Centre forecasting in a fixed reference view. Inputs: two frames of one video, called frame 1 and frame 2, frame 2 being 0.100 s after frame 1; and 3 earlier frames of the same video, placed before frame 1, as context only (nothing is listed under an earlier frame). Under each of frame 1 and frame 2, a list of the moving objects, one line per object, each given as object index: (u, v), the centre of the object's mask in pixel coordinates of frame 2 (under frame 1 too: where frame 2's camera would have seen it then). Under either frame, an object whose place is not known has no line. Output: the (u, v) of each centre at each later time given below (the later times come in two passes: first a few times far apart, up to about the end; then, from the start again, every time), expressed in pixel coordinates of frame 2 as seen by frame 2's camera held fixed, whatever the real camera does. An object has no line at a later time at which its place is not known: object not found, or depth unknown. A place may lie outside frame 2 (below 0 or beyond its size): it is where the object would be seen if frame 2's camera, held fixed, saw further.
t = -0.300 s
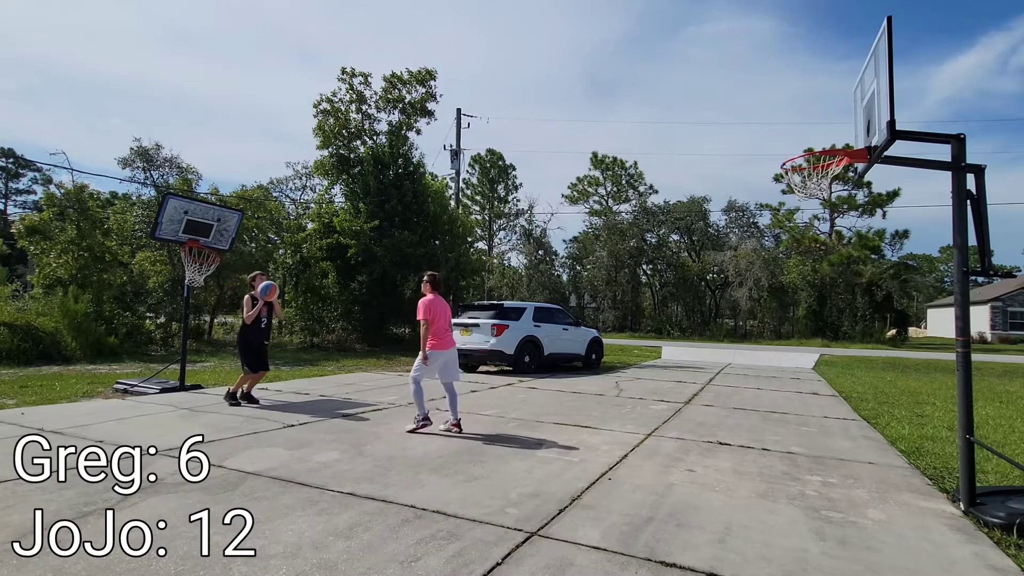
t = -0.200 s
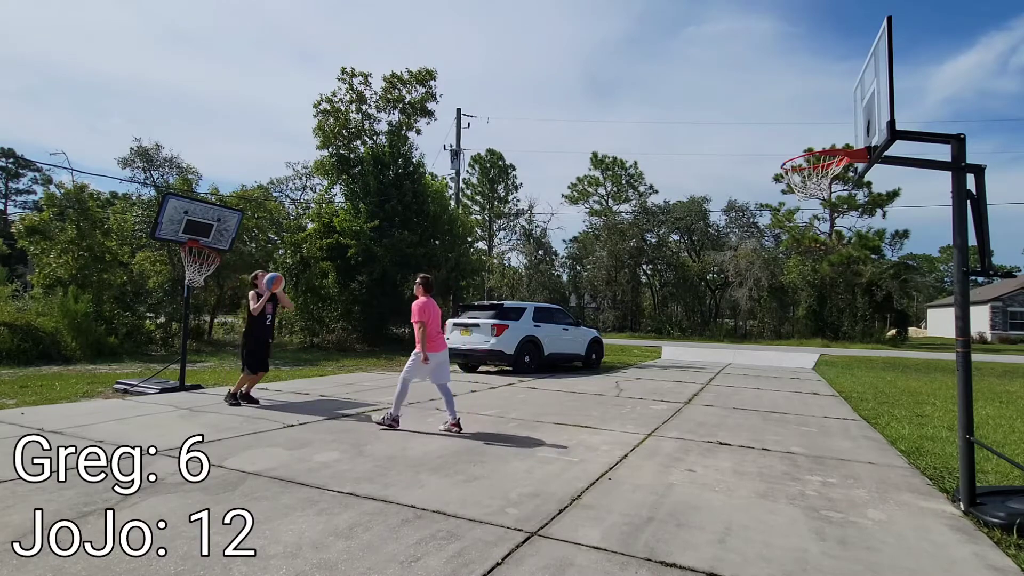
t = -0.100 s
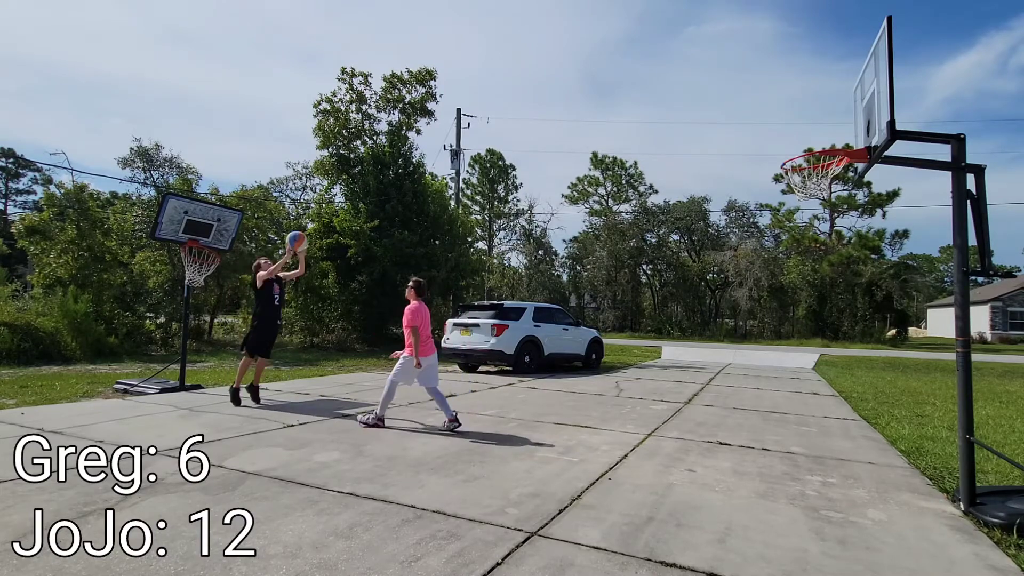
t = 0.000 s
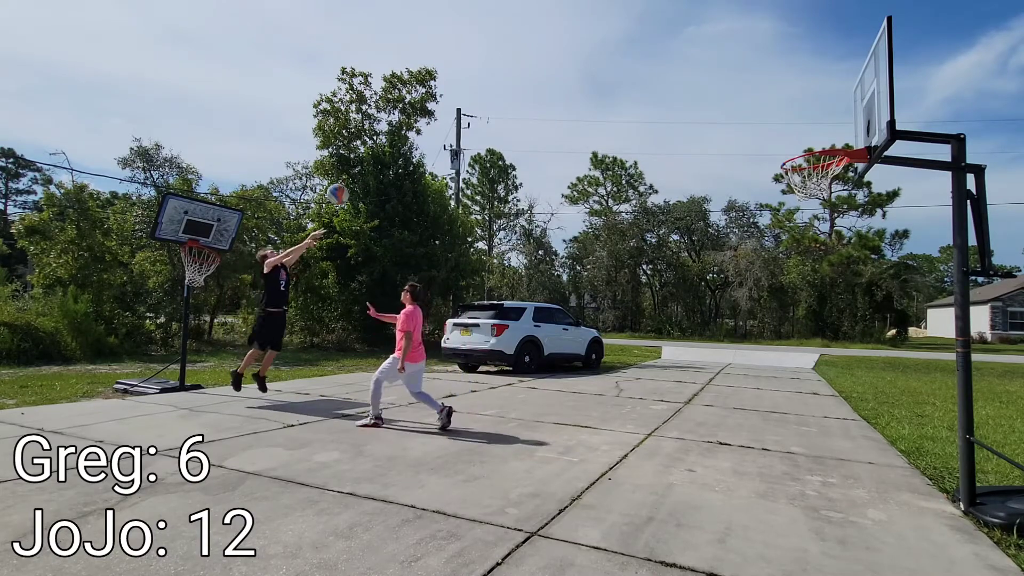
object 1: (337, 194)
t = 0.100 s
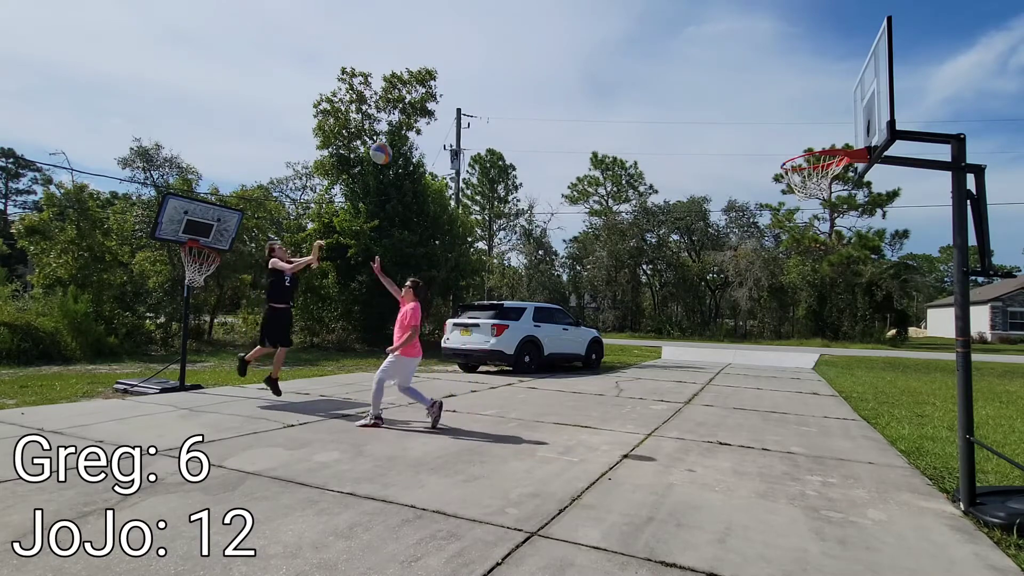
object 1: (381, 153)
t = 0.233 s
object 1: (443, 108)
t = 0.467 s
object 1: (561, 62)
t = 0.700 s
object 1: (699, 67)
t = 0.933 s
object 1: (854, 135)
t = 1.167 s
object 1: (785, 130)
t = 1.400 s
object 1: (720, 186)
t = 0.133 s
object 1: (396, 141)
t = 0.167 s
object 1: (411, 129)
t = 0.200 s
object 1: (426, 118)
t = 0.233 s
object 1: (443, 108)
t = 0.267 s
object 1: (459, 99)
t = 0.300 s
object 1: (475, 90)
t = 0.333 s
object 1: (492, 83)
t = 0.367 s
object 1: (508, 76)
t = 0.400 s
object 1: (526, 71)
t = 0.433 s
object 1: (543, 66)
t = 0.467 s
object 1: (561, 62)
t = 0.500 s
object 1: (580, 59)
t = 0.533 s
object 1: (599, 58)
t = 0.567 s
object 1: (618, 57)
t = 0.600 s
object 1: (637, 57)
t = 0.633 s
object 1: (657, 59)
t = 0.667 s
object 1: (678, 63)
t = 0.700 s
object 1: (699, 67)
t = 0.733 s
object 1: (720, 72)
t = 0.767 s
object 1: (742, 80)
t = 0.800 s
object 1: (765, 88)
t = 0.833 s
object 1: (789, 99)
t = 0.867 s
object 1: (812, 110)
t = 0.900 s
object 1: (836, 123)
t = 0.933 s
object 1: (854, 135)
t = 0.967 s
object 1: (844, 131)
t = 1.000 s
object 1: (834, 128)
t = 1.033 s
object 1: (825, 126)
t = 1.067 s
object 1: (814, 125)
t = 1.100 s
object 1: (805, 125)
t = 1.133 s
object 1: (795, 127)
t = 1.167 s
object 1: (785, 130)
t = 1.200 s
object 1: (776, 134)
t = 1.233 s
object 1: (766, 140)
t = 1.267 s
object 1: (757, 147)
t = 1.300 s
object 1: (747, 154)
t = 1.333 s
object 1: (738, 164)
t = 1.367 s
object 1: (729, 174)
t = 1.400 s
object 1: (720, 186)
